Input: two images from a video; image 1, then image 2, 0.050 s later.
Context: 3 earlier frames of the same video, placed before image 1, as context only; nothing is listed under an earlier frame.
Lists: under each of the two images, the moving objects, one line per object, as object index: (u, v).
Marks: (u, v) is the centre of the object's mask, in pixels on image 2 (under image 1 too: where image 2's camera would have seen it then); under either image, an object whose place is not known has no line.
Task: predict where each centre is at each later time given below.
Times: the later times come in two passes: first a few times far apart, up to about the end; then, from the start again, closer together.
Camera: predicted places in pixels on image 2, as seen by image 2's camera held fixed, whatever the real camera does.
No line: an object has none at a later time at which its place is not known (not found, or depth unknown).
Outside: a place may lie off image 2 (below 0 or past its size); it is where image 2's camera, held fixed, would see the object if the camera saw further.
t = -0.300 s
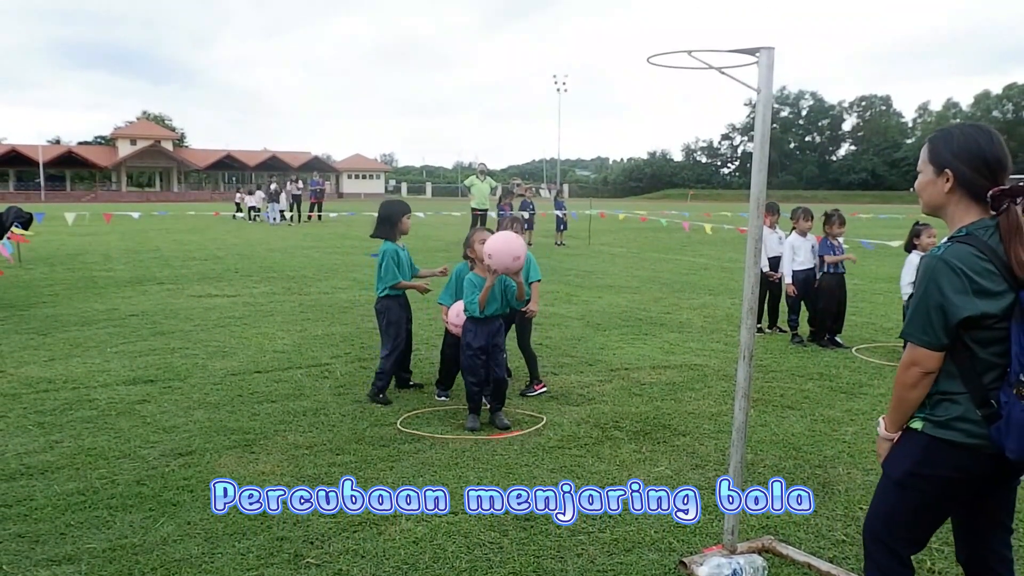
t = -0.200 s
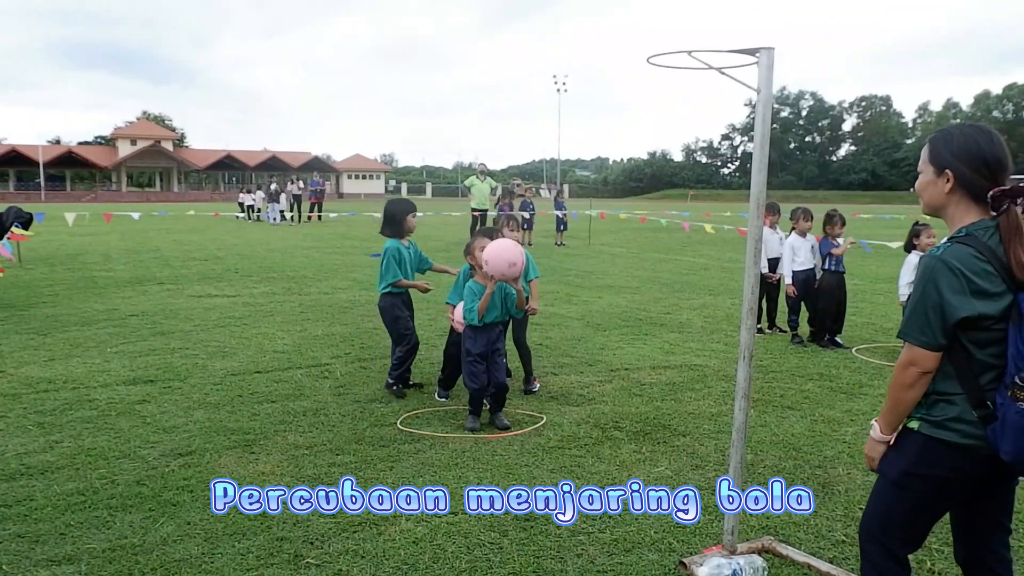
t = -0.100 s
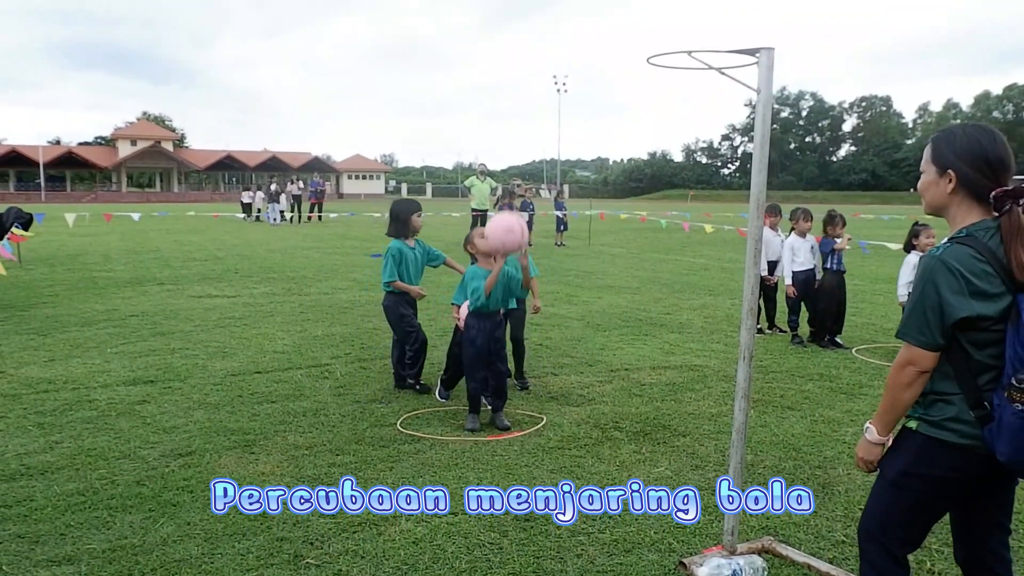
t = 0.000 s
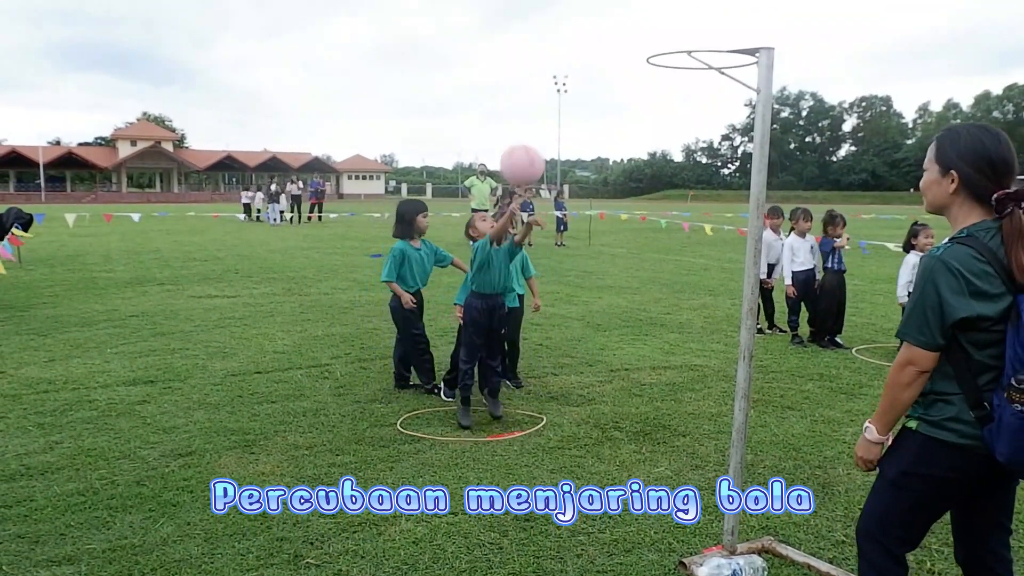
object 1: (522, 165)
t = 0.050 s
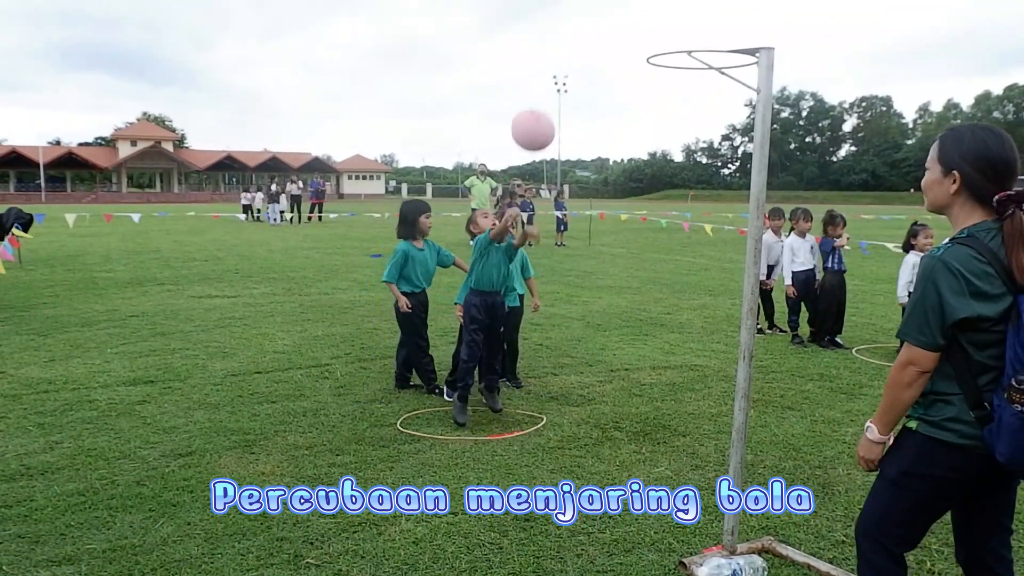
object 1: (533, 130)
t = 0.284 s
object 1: (588, 34)
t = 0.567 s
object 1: (666, 79)
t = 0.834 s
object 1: (742, 321)
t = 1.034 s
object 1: (787, 447)
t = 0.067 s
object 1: (537, 120)
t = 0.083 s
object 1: (540, 110)
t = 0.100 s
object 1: (544, 101)
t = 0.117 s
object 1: (548, 92)
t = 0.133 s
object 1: (552, 84)
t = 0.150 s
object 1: (556, 76)
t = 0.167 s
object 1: (560, 69)
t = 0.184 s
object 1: (563, 63)
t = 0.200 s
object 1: (567, 56)
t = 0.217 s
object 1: (571, 51)
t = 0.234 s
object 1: (576, 46)
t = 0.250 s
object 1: (580, 41)
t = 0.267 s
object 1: (584, 37)
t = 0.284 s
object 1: (588, 34)
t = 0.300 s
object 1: (593, 31)
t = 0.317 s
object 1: (597, 29)
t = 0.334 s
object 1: (601, 27)
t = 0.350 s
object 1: (606, 27)
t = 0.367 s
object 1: (610, 26)
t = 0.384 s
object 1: (615, 27)
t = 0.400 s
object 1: (619, 28)
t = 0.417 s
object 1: (624, 30)
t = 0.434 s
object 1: (628, 32)
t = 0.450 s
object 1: (633, 35)
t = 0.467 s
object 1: (637, 39)
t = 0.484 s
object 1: (642, 43)
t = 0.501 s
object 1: (647, 49)
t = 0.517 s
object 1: (652, 55)
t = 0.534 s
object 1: (656, 62)
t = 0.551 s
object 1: (661, 69)
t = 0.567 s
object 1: (666, 79)
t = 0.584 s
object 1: (671, 87)
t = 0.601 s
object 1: (676, 96)
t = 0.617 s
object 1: (681, 107)
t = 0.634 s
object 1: (686, 118)
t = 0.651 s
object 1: (691, 131)
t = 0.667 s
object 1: (696, 146)
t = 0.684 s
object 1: (702, 160)
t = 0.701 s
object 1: (706, 172)
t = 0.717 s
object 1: (711, 187)
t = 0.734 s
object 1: (716, 204)
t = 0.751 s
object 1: (721, 222)
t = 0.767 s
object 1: (724, 240)
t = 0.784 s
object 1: (726, 259)
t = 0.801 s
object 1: (728, 278)
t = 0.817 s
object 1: (736, 300)
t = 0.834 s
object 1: (742, 321)
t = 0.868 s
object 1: (759, 368)
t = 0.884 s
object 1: (768, 392)
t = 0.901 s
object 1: (769, 417)
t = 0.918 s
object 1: (770, 443)
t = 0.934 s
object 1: (772, 463)
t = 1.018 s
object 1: (785, 459)
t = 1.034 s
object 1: (787, 447)
